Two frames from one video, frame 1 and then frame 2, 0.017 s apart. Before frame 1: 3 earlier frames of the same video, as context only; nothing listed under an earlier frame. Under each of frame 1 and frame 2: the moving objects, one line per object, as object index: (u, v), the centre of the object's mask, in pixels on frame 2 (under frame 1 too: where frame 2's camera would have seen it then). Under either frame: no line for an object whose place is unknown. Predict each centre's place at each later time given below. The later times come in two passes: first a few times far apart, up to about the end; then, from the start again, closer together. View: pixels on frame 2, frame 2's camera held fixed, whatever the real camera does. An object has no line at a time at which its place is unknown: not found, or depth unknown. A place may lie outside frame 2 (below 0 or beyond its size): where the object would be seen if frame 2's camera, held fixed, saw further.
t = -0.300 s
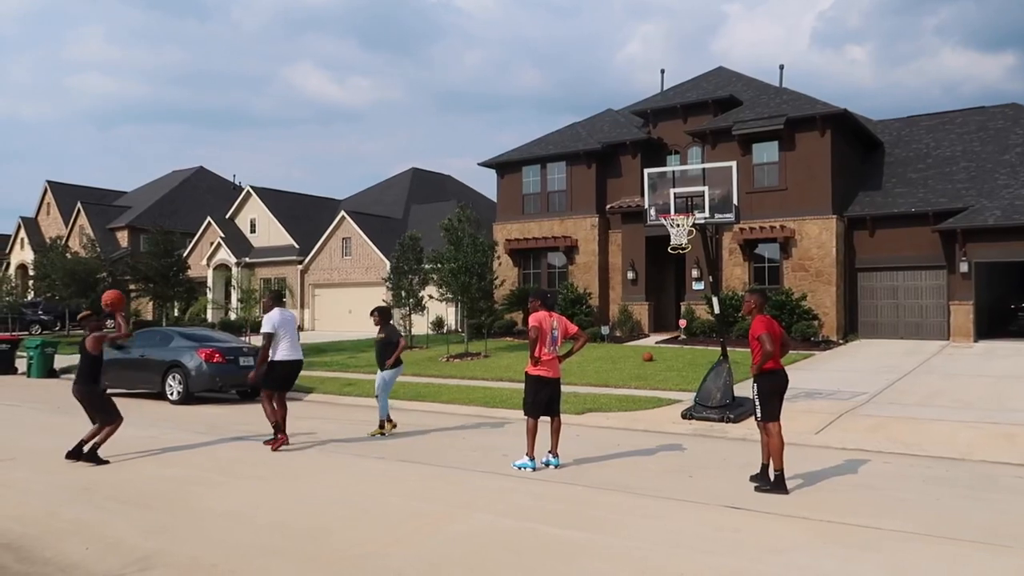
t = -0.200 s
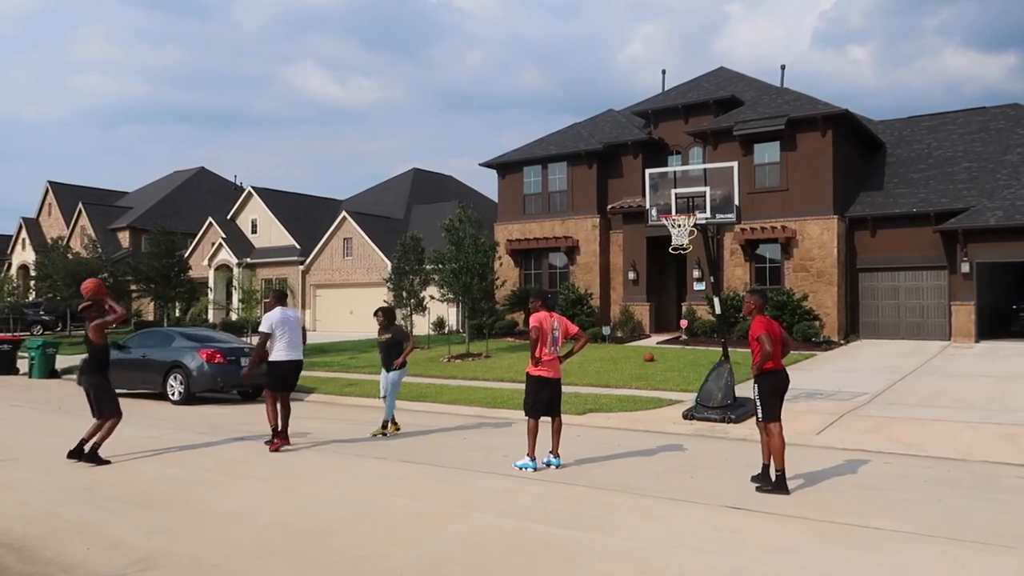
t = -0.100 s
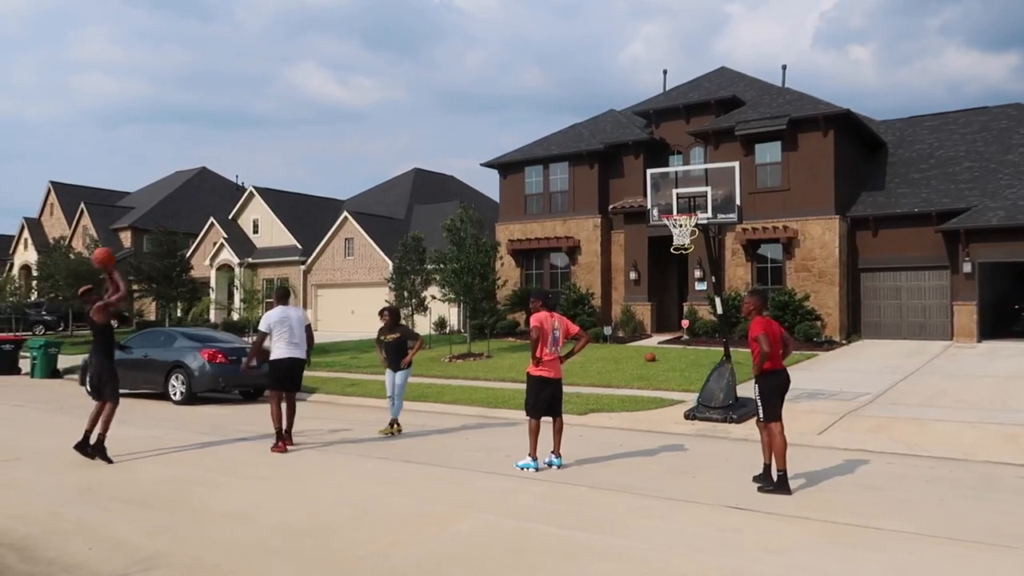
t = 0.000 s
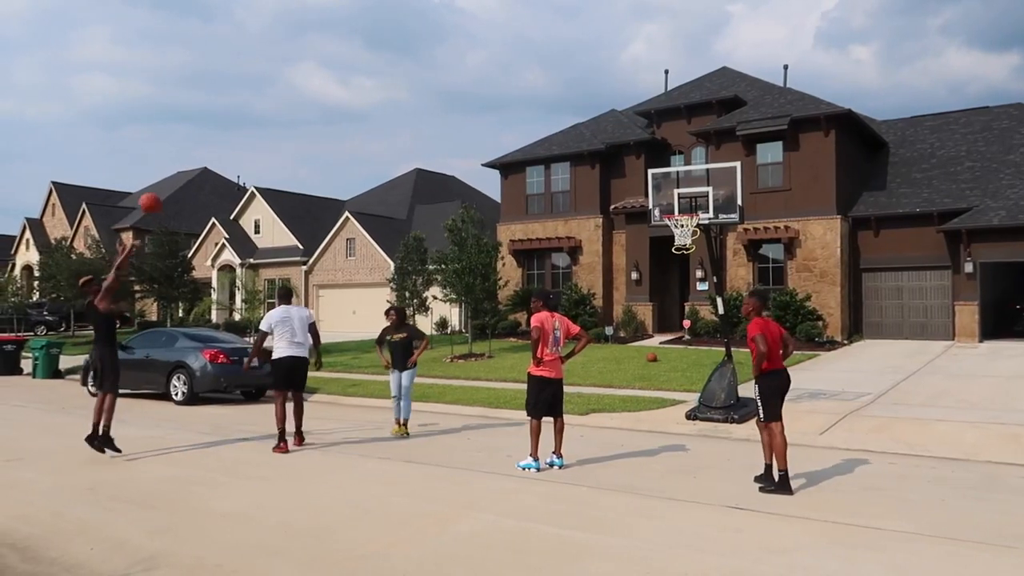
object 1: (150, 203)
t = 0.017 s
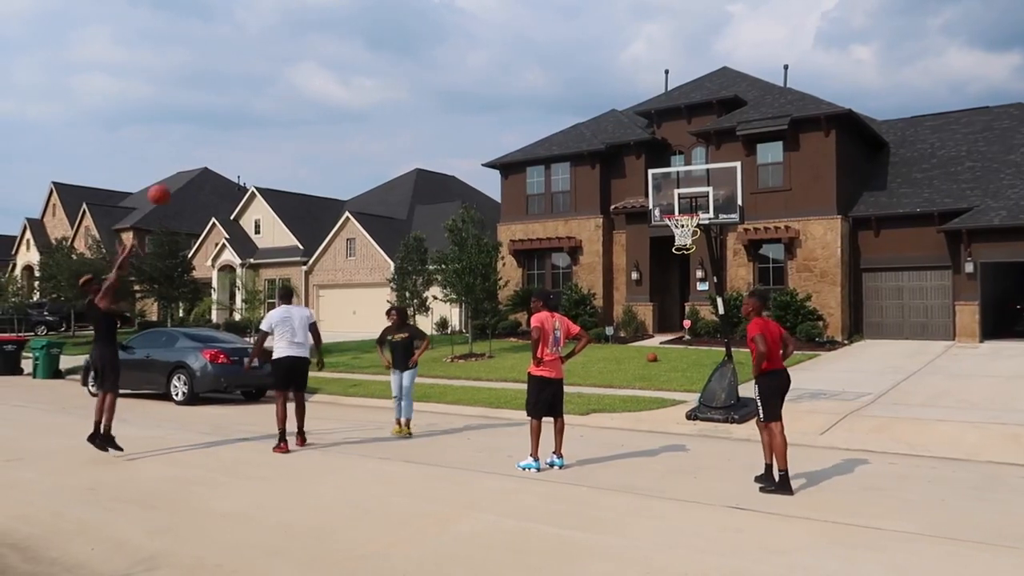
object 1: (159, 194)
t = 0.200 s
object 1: (254, 117)
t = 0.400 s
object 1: (349, 67)
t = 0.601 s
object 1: (437, 51)
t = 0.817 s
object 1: (528, 66)
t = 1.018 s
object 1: (607, 111)
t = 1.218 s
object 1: (681, 180)
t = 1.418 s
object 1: (710, 184)
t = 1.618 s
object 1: (730, 172)
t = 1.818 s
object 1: (752, 192)
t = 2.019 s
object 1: (778, 255)
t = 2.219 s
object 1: (811, 373)
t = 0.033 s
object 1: (168, 186)
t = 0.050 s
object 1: (177, 178)
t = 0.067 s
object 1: (186, 170)
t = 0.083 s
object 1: (194, 163)
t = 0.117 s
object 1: (212, 148)
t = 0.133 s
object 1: (220, 142)
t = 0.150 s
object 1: (229, 135)
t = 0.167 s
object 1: (237, 129)
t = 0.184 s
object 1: (246, 123)
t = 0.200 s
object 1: (254, 117)
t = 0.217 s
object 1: (262, 112)
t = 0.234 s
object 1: (270, 106)
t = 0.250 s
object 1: (278, 101)
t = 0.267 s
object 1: (286, 96)
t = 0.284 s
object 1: (294, 92)
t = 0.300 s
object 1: (302, 88)
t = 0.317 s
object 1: (310, 84)
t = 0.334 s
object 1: (318, 80)
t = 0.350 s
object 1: (326, 76)
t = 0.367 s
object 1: (334, 73)
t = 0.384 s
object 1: (341, 70)
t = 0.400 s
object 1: (349, 67)
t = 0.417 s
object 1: (356, 65)
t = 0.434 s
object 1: (364, 62)
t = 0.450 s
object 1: (372, 60)
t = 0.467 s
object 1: (379, 58)
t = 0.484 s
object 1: (386, 57)
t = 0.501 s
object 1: (394, 55)
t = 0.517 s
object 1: (401, 54)
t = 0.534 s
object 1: (408, 53)
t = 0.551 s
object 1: (416, 52)
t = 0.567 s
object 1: (423, 51)
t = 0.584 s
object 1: (430, 51)
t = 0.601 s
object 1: (437, 51)
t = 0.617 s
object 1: (444, 51)
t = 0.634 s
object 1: (451, 51)
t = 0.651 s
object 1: (459, 51)
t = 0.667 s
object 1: (466, 52)
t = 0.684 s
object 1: (473, 53)
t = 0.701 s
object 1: (480, 54)
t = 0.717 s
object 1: (486, 55)
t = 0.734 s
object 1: (494, 56)
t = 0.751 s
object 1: (500, 58)
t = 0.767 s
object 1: (507, 60)
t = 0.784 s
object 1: (514, 62)
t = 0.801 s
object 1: (521, 64)
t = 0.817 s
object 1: (528, 66)
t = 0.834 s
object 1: (534, 69)
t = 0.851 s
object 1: (541, 72)
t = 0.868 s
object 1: (548, 75)
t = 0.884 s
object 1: (554, 78)
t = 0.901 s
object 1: (561, 81)
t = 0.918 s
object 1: (567, 85)
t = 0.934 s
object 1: (574, 89)
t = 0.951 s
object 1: (580, 93)
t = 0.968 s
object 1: (587, 97)
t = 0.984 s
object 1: (593, 101)
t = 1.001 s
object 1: (599, 105)
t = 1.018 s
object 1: (607, 111)
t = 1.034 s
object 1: (613, 116)
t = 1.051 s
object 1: (618, 120)
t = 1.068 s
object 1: (625, 125)
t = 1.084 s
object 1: (630, 131)
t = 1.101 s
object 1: (638, 136)
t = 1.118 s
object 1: (644, 142)
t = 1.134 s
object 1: (650, 148)
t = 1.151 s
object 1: (656, 153)
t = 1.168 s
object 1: (662, 160)
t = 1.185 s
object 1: (669, 166)
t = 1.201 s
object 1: (675, 174)
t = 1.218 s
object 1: (681, 180)
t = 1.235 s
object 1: (687, 188)
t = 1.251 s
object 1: (694, 196)
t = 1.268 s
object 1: (698, 201)
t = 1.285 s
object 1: (698, 205)
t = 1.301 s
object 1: (699, 203)
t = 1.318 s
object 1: (700, 202)
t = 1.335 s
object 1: (702, 199)
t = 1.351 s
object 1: (704, 196)
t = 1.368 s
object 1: (705, 192)
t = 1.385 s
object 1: (708, 188)
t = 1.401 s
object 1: (708, 187)
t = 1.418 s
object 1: (710, 184)
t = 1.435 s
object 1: (712, 182)
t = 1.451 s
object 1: (712, 181)
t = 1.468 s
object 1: (715, 178)
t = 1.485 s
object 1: (716, 177)
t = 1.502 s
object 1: (718, 177)
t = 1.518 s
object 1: (718, 175)
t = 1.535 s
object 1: (721, 173)
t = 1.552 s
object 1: (722, 173)
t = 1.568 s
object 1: (724, 172)
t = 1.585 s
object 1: (724, 173)
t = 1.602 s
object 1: (727, 172)
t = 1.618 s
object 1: (730, 172)
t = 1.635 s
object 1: (730, 172)
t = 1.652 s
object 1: (732, 173)
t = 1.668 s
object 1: (734, 173)
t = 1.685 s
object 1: (736, 175)
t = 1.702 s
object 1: (738, 176)
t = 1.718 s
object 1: (741, 177)
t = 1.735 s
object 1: (742, 179)
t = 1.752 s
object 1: (744, 181)
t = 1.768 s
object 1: (746, 183)
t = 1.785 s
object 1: (748, 187)
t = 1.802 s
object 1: (750, 189)
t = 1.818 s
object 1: (752, 192)
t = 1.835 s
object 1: (754, 196)
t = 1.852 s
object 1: (756, 199)
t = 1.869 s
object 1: (758, 203)
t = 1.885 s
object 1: (760, 208)
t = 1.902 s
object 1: (762, 213)
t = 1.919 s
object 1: (765, 217)
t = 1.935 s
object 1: (767, 223)
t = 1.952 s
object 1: (771, 230)
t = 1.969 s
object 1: (773, 235)
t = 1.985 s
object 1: (775, 240)
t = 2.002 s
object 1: (778, 247)
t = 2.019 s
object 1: (778, 255)
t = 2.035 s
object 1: (781, 262)
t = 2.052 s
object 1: (784, 270)
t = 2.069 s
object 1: (787, 278)
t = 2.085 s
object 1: (789, 287)
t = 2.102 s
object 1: (791, 297)
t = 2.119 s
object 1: (794, 306)
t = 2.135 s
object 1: (797, 316)
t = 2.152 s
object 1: (800, 326)
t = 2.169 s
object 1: (802, 336)
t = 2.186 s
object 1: (806, 348)
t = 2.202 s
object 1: (808, 361)
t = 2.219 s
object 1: (811, 373)
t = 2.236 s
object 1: (814, 386)
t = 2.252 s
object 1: (817, 399)
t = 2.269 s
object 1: (820, 413)
